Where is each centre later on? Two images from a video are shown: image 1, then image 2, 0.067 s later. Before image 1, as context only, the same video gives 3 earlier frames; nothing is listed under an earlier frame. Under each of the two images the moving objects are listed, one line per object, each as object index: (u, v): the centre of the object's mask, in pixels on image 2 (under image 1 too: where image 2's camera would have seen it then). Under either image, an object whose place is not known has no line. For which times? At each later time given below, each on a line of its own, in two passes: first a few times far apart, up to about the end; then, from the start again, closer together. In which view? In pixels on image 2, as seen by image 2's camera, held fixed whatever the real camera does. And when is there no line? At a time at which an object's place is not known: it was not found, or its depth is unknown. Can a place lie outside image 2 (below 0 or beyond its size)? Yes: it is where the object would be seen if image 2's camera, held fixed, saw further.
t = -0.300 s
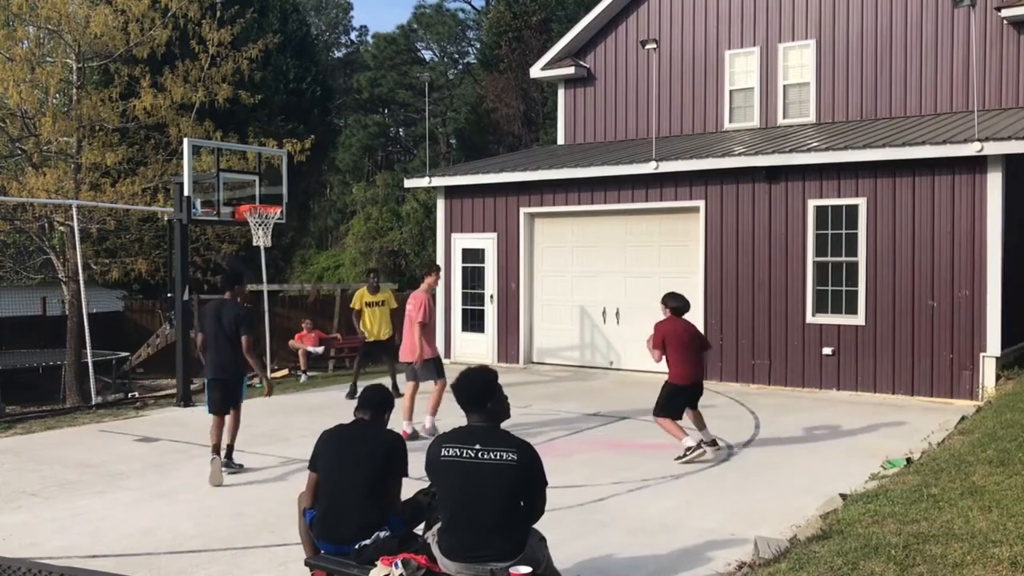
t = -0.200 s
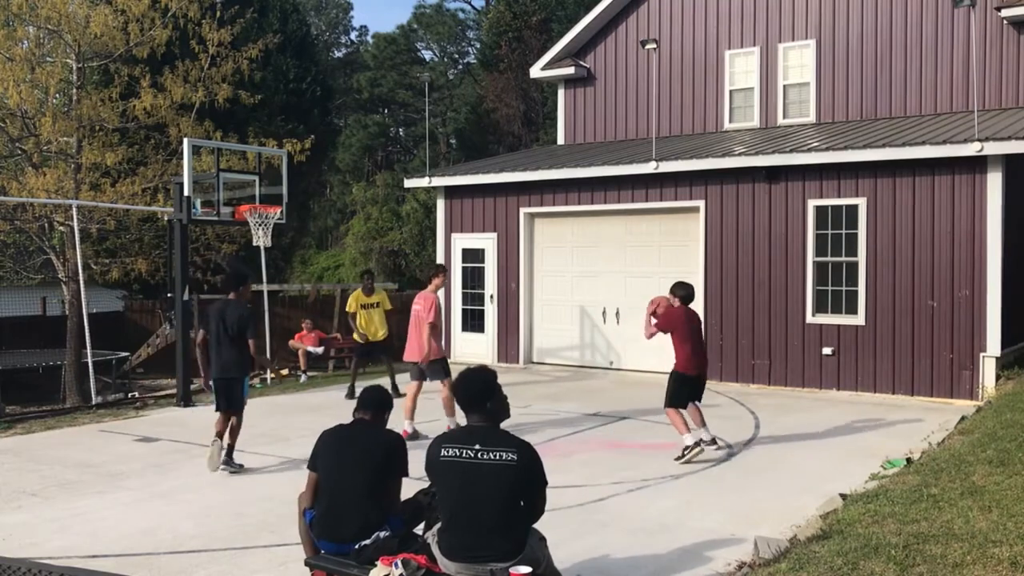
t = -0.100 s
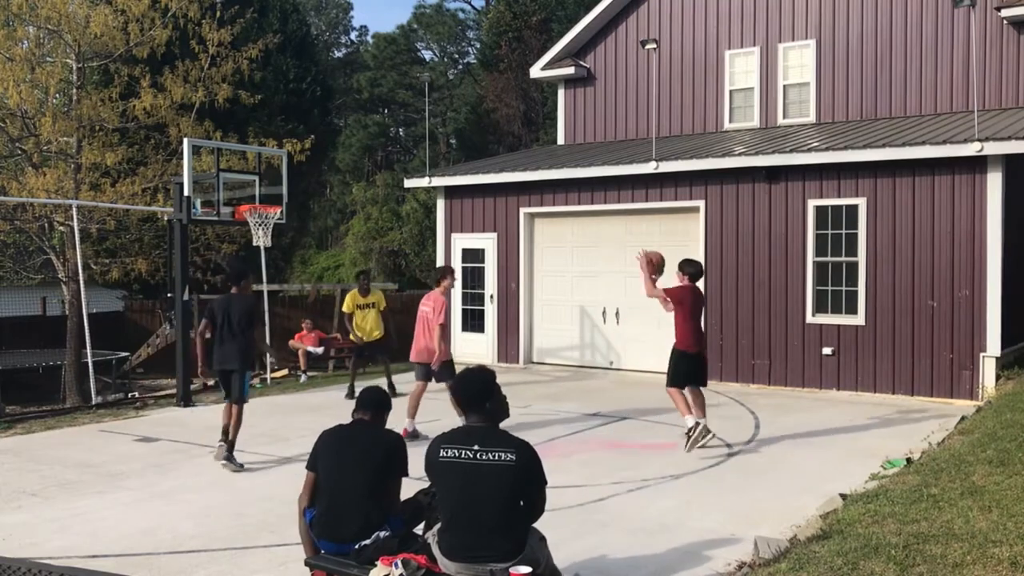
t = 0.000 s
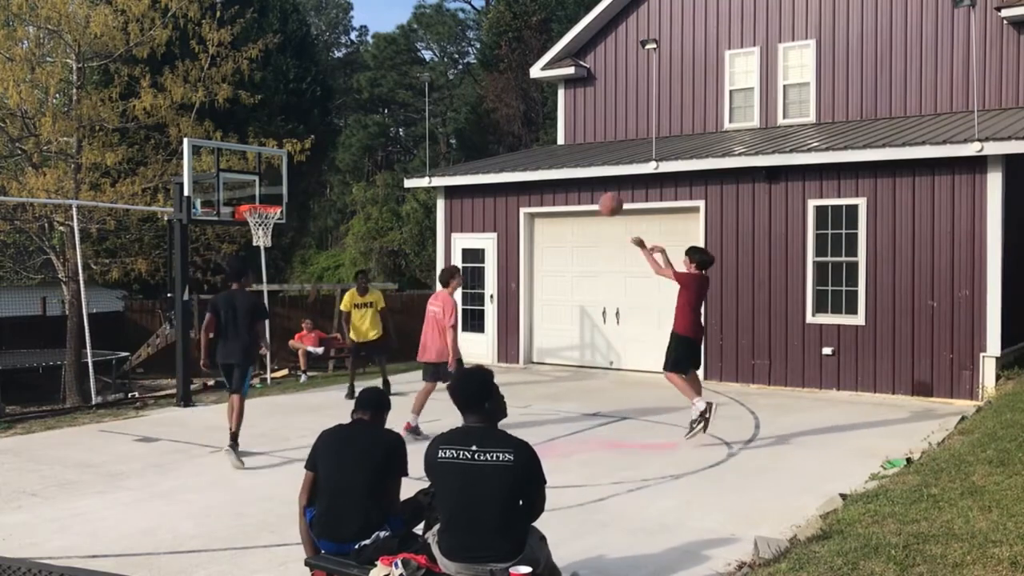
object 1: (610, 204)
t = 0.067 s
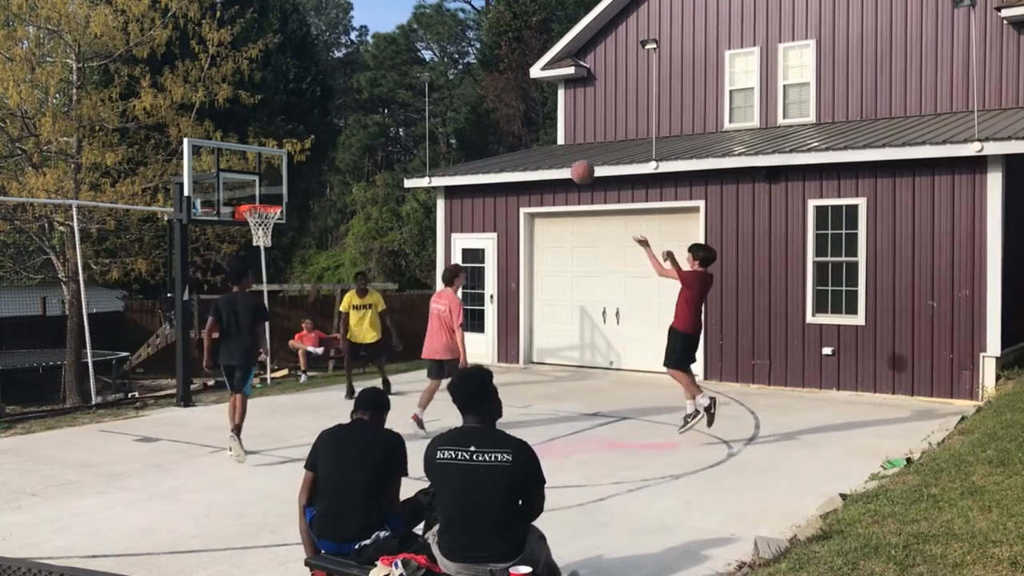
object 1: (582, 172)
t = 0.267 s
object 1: (501, 104)
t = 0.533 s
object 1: (408, 80)
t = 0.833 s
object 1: (316, 126)
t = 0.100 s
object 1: (567, 157)
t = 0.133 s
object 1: (553, 144)
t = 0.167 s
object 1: (540, 132)
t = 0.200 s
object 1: (527, 123)
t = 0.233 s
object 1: (515, 113)
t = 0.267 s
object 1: (501, 104)
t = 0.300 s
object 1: (488, 98)
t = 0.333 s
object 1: (476, 92)
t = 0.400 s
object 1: (452, 83)
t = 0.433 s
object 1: (442, 82)
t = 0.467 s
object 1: (431, 80)
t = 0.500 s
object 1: (420, 80)
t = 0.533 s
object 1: (408, 80)
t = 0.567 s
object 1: (397, 81)
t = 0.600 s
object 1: (386, 84)
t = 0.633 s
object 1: (375, 88)
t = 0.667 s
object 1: (365, 92)
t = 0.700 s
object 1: (356, 97)
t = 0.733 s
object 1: (345, 103)
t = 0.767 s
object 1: (335, 110)
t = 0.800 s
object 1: (325, 117)
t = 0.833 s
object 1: (316, 126)
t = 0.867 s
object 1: (306, 135)
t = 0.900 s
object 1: (297, 145)
